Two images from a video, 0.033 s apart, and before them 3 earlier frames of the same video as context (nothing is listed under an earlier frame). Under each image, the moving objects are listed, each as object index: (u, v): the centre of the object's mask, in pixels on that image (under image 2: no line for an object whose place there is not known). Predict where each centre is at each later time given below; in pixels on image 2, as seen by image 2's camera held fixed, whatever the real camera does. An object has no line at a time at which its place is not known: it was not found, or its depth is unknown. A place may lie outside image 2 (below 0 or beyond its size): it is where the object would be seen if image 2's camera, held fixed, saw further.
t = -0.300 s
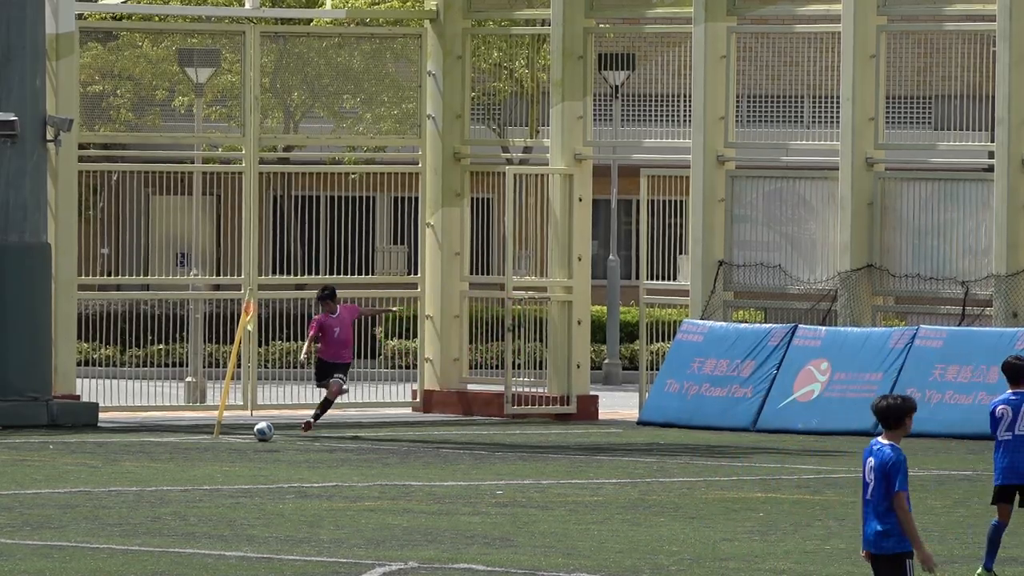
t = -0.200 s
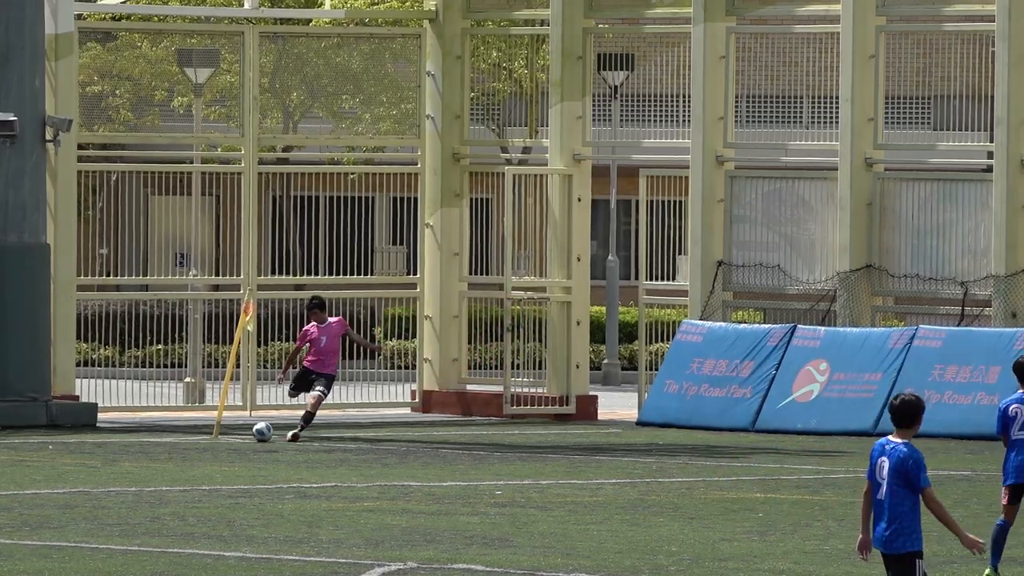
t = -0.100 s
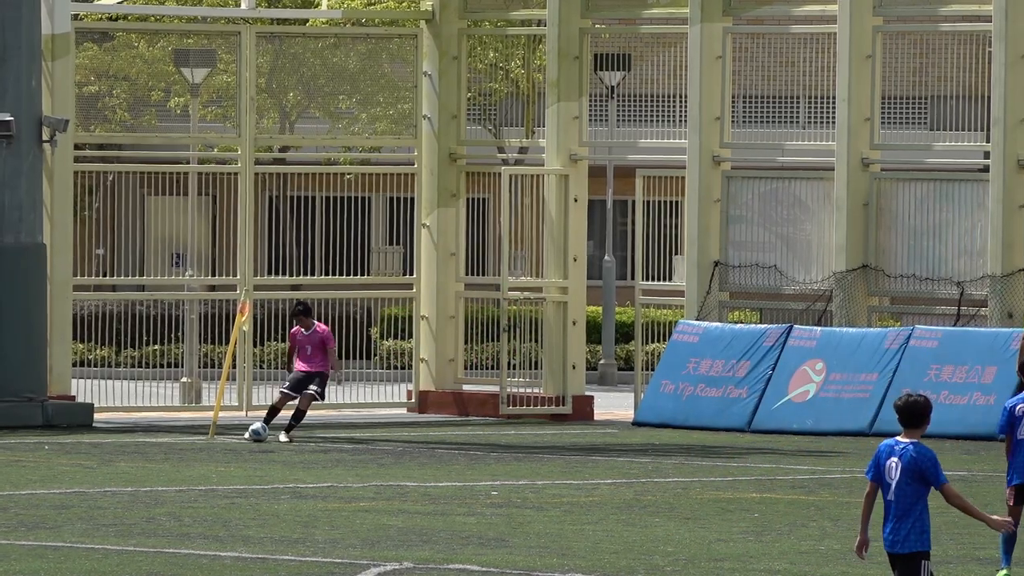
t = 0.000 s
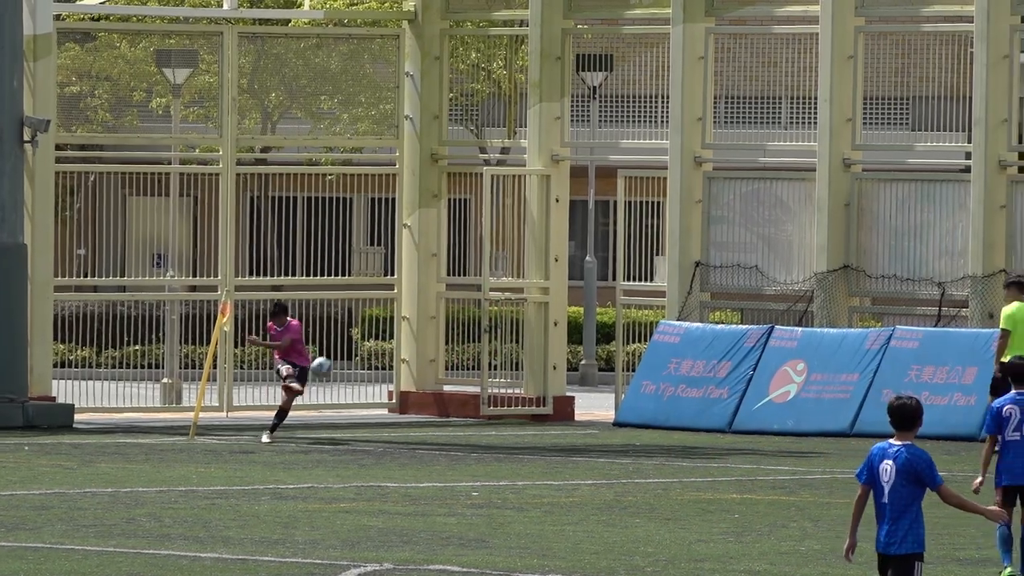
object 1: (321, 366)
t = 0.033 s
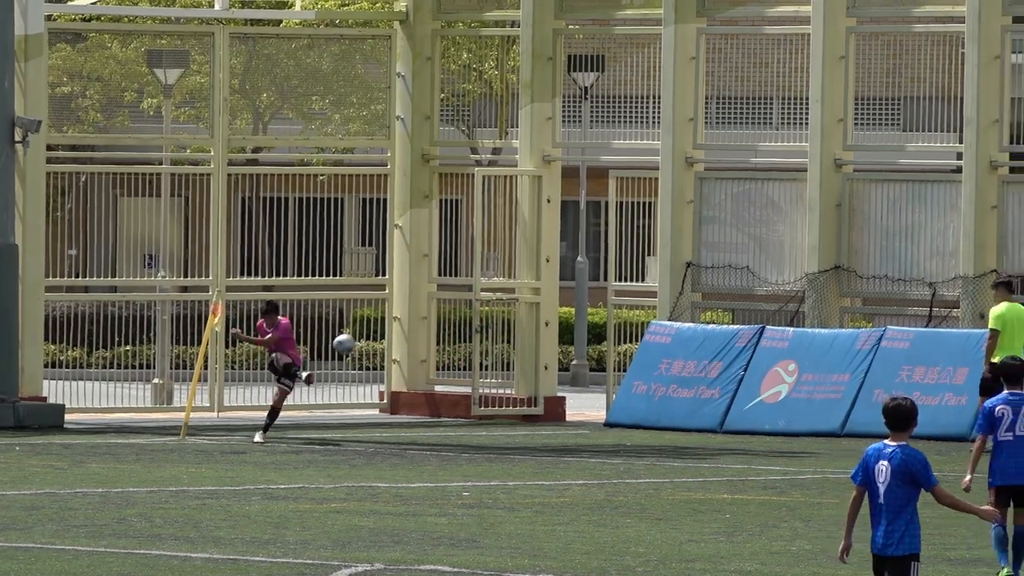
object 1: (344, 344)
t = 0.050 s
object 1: (360, 332)
